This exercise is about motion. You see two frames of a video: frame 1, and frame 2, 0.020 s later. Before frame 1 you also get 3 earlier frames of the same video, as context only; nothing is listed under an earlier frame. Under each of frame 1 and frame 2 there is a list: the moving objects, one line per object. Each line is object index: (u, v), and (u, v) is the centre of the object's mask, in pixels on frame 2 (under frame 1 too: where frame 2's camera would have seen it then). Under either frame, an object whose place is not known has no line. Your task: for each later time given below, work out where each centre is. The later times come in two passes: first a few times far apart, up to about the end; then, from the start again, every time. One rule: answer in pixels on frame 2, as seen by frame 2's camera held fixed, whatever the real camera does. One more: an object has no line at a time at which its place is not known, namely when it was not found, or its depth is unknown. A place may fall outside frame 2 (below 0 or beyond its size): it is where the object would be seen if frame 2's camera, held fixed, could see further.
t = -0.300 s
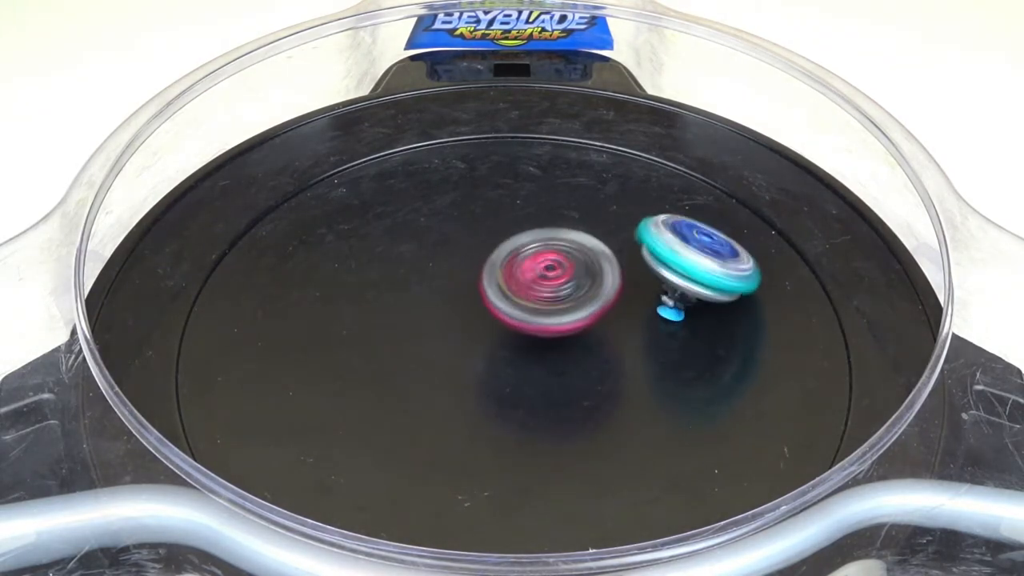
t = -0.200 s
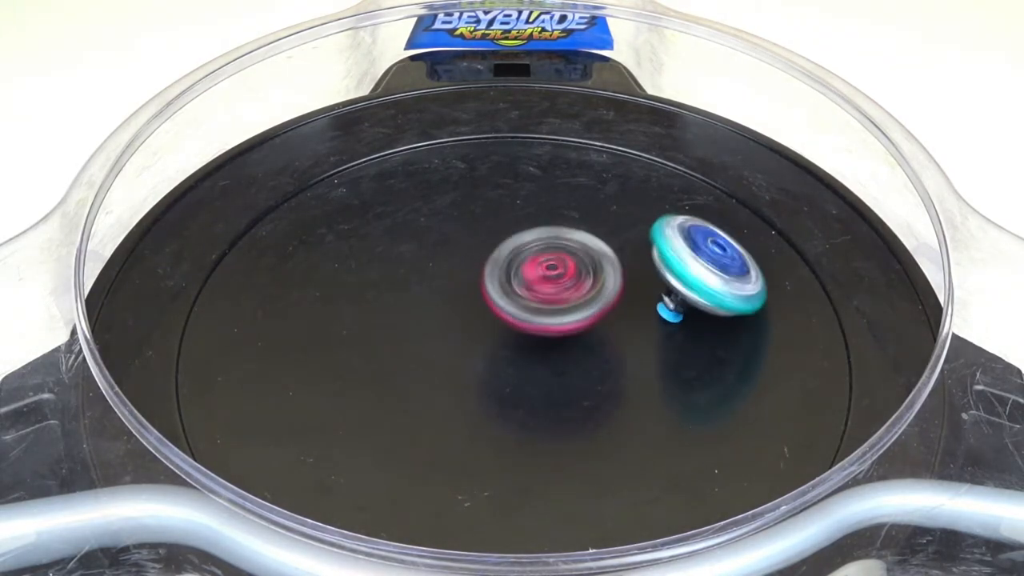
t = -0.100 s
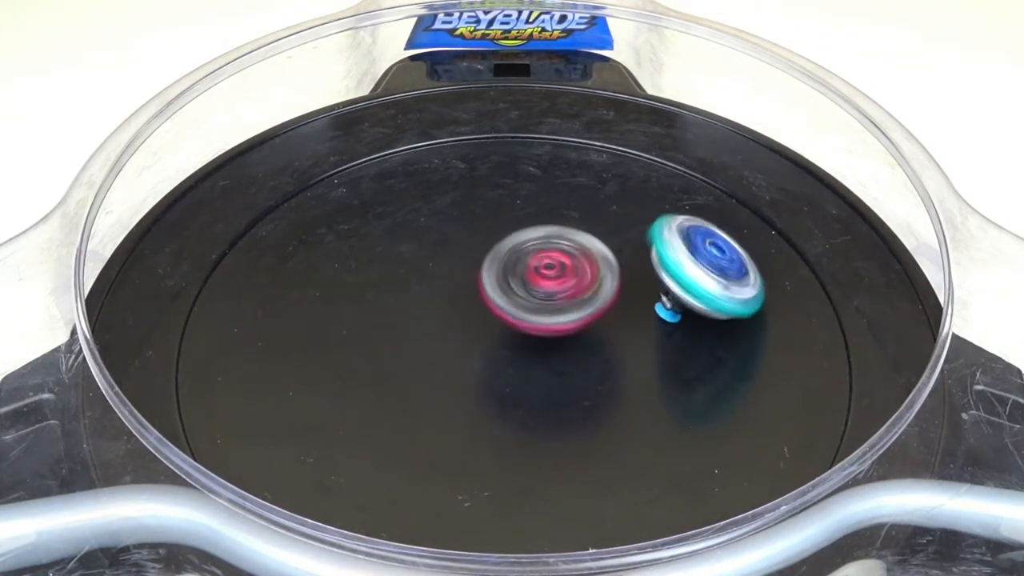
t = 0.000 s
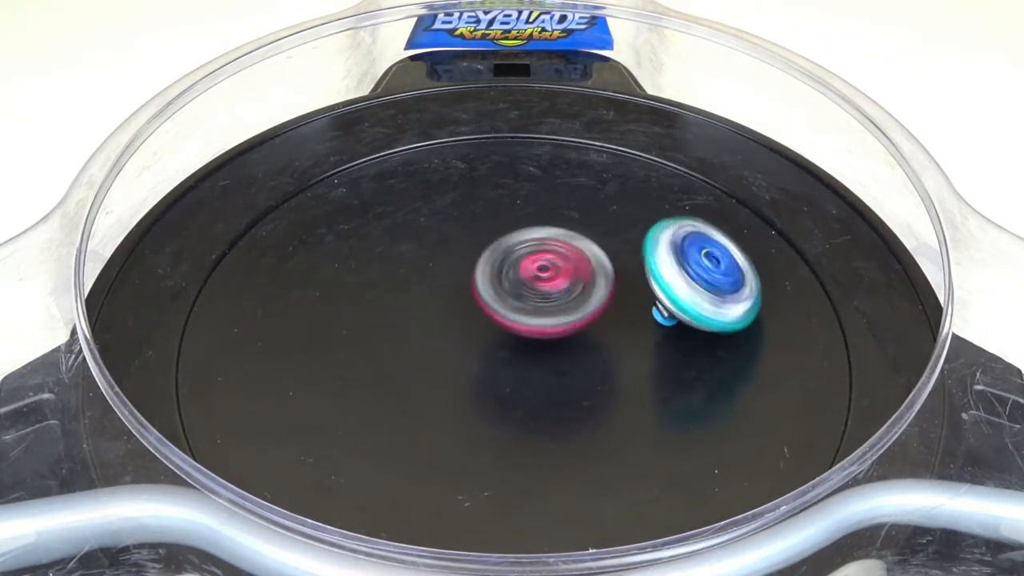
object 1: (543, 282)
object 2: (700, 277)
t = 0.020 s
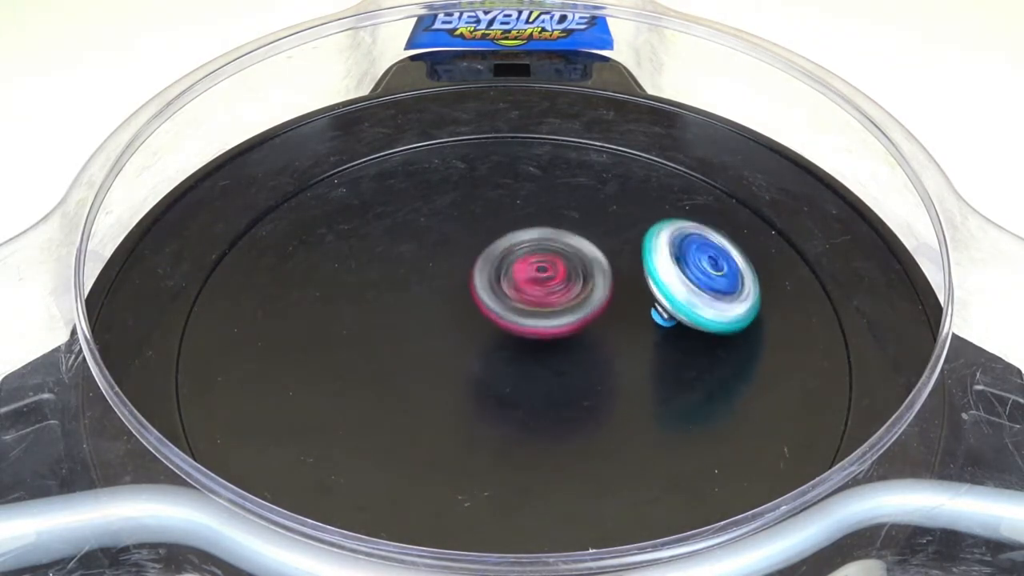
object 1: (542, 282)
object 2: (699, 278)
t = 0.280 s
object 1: (517, 295)
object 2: (693, 289)
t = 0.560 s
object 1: (490, 315)
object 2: (664, 285)
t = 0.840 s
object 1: (482, 325)
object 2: (645, 285)
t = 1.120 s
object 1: (497, 331)
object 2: (645, 276)
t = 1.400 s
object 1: (455, 345)
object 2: (674, 270)
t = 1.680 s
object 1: (428, 330)
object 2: (674, 266)
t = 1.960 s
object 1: (445, 309)
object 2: (688, 269)
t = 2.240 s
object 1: (500, 290)
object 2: (706, 280)
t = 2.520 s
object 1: (554, 282)
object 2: (690, 295)
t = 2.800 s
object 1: (471, 266)
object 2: (645, 279)
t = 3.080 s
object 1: (424, 267)
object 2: (642, 269)
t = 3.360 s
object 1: (431, 299)
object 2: (616, 283)
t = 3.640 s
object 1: (440, 351)
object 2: (601, 311)
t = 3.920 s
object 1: (487, 364)
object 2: (600, 300)
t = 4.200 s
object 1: (528, 363)
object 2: (527, 247)
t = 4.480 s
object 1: (561, 348)
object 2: (531, 252)
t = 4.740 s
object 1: (600, 364)
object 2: (530, 231)
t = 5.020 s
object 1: (588, 352)
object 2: (515, 257)
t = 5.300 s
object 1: (580, 352)
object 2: (467, 292)
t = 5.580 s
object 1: (554, 351)
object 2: (460, 290)
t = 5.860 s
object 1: (537, 357)
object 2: (486, 275)
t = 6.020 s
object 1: (527, 354)
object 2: (495, 268)
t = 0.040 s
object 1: (540, 283)
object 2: (699, 278)
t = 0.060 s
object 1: (539, 284)
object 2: (699, 278)
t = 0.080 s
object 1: (537, 284)
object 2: (701, 279)
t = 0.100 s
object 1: (536, 285)
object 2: (702, 281)
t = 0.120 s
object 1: (534, 286)
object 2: (702, 284)
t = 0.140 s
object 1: (532, 287)
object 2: (699, 285)
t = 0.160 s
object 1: (530, 288)
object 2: (694, 285)
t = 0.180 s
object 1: (528, 289)
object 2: (693, 284)
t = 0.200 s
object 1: (526, 290)
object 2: (691, 282)
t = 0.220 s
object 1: (524, 292)
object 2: (692, 283)
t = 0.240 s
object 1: (522, 293)
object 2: (694, 284)
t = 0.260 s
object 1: (520, 294)
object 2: (694, 287)
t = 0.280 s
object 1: (517, 295)
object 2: (693, 289)
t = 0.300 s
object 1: (515, 296)
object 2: (689, 290)
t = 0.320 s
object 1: (513, 298)
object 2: (686, 291)
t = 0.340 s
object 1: (510, 300)
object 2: (682, 289)
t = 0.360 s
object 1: (508, 301)
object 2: (680, 289)
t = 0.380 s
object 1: (507, 303)
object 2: (680, 287)
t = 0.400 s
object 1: (504, 304)
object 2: (679, 286)
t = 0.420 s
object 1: (502, 305)
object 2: (682, 287)
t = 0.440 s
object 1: (500, 307)
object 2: (681, 288)
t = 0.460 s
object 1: (498, 308)
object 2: (680, 293)
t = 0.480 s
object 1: (497, 310)
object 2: (675, 293)
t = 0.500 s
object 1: (495, 311)
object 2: (670, 293)
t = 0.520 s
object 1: (493, 312)
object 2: (666, 290)
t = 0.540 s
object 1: (492, 314)
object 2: (662, 288)
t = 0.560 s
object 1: (490, 315)
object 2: (664, 285)
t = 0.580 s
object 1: (489, 316)
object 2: (664, 284)
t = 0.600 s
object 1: (487, 317)
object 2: (667, 286)
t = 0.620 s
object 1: (486, 318)
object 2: (666, 288)
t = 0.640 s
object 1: (485, 318)
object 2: (663, 291)
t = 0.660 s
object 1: (484, 319)
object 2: (659, 290)
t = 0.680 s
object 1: (483, 320)
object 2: (653, 289)
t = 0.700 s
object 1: (483, 321)
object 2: (651, 285)
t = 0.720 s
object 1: (482, 321)
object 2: (650, 282)
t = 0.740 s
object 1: (482, 322)
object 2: (653, 281)
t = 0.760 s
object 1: (482, 322)
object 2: (655, 280)
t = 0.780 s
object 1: (482, 323)
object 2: (656, 282)
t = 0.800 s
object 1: (482, 324)
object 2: (655, 284)
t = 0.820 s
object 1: (482, 324)
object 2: (650, 286)
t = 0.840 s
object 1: (482, 325)
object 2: (645, 285)
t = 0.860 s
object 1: (483, 326)
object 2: (640, 281)
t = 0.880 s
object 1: (483, 326)
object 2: (641, 277)
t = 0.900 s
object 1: (484, 327)
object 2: (644, 274)
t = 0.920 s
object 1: (484, 327)
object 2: (648, 274)
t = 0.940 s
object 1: (485, 328)
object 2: (651, 276)
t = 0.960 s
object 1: (486, 329)
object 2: (649, 280)
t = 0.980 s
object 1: (487, 329)
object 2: (645, 280)
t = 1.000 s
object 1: (488, 329)
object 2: (638, 280)
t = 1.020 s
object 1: (490, 330)
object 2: (636, 277)
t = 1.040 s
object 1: (490, 330)
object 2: (637, 274)
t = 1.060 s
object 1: (493, 330)
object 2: (642, 272)
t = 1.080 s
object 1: (494, 331)
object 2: (645, 273)
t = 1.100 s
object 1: (495, 331)
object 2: (648, 274)
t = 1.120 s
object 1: (497, 331)
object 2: (645, 276)
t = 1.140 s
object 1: (499, 331)
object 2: (640, 278)
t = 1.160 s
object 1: (501, 331)
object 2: (636, 277)
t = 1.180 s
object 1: (502, 331)
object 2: (635, 276)
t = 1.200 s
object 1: (505, 331)
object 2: (638, 275)
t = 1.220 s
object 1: (507, 331)
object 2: (640, 277)
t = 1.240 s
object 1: (508, 331)
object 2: (642, 277)
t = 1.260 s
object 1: (511, 331)
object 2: (641, 278)
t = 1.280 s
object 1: (513, 330)
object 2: (639, 278)
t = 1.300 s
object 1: (501, 333)
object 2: (647, 273)
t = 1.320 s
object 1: (486, 338)
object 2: (659, 267)
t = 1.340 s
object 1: (474, 342)
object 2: (669, 269)
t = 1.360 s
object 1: (466, 344)
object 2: (675, 268)
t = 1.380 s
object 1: (460, 345)
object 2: (675, 269)
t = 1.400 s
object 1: (455, 345)
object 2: (674, 270)
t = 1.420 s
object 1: (452, 344)
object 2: (669, 270)
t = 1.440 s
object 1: (448, 343)
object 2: (667, 270)
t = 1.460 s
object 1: (444, 342)
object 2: (667, 268)
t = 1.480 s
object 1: (442, 341)
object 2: (669, 268)
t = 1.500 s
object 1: (438, 340)
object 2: (671, 267)
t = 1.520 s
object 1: (437, 339)
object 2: (673, 268)
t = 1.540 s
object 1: (434, 338)
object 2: (673, 269)
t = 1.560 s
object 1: (433, 336)
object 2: (673, 269)
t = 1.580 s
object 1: (431, 336)
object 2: (671, 269)
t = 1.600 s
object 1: (430, 334)
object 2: (669, 268)
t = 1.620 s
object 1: (430, 333)
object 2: (668, 268)
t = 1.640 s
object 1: (428, 332)
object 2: (669, 267)
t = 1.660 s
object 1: (428, 331)
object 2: (671, 266)
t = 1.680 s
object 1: (428, 330)
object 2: (674, 266)
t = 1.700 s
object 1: (427, 329)
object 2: (676, 267)
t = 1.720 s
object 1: (428, 327)
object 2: (678, 267)
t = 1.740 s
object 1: (427, 326)
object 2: (677, 268)
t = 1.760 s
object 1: (428, 325)
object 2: (677, 268)
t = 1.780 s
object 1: (429, 323)
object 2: (676, 268)
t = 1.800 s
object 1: (430, 322)
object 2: (676, 266)
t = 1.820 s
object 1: (431, 321)
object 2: (677, 266)
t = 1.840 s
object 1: (432, 319)
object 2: (680, 265)
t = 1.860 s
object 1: (434, 317)
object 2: (682, 266)
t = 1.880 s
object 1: (435, 316)
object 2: (685, 267)
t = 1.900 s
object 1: (437, 314)
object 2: (686, 268)
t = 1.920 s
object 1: (440, 313)
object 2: (687, 268)
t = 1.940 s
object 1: (442, 311)
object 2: (687, 269)
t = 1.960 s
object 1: (445, 309)
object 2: (688, 269)
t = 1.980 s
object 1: (448, 308)
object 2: (688, 268)
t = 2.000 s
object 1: (451, 306)
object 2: (690, 269)
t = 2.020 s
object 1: (455, 305)
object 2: (692, 269)
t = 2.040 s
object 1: (458, 303)
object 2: (695, 270)
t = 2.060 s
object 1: (463, 301)
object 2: (698, 271)
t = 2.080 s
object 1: (466, 300)
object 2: (700, 273)
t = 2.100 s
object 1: (470, 298)
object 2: (701, 274)
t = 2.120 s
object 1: (474, 297)
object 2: (702, 276)
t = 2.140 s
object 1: (478, 295)
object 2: (700, 276)
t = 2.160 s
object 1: (483, 294)
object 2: (700, 277)
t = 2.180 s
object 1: (487, 293)
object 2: (700, 277)
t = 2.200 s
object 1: (492, 292)
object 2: (702, 278)
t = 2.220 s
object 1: (496, 291)
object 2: (703, 278)
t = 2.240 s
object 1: (500, 290)
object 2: (706, 280)
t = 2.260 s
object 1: (504, 289)
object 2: (708, 282)
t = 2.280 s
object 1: (508, 289)
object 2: (709, 286)
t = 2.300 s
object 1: (513, 288)
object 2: (708, 288)
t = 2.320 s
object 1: (516, 287)
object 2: (706, 289)
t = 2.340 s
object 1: (521, 286)
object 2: (703, 289)
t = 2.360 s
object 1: (525, 286)
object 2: (700, 288)
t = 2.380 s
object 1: (529, 285)
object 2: (698, 288)
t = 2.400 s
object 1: (533, 284)
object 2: (698, 288)
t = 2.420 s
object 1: (537, 284)
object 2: (699, 289)
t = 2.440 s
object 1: (541, 283)
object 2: (699, 290)
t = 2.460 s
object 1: (544, 283)
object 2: (699, 292)
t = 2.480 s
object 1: (548, 282)
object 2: (697, 293)
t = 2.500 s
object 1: (552, 282)
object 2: (694, 296)
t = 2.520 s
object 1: (554, 282)
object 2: (690, 295)
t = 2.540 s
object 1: (549, 280)
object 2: (696, 299)
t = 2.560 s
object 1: (542, 280)
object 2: (694, 301)
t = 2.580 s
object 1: (541, 280)
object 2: (689, 302)
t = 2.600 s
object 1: (540, 281)
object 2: (681, 301)
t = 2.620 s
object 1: (530, 279)
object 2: (683, 302)
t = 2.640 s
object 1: (518, 276)
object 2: (682, 304)
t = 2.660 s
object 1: (509, 275)
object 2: (677, 306)
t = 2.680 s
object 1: (500, 272)
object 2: (667, 308)
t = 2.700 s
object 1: (495, 272)
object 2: (658, 304)
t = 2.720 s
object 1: (489, 270)
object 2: (651, 298)
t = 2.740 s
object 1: (485, 269)
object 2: (646, 291)
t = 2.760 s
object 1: (479, 268)
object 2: (645, 285)
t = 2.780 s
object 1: (476, 267)
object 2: (643, 280)
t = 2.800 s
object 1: (471, 266)
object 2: (645, 279)
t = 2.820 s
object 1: (468, 265)
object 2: (644, 281)
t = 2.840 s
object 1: (463, 265)
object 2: (643, 280)
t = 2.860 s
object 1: (459, 263)
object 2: (640, 281)
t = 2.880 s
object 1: (456, 263)
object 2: (637, 279)
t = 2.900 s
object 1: (451, 263)
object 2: (636, 277)
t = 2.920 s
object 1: (448, 262)
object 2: (637, 276)
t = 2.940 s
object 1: (444, 263)
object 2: (638, 275)
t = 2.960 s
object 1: (441, 262)
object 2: (637, 274)
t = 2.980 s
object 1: (438, 264)
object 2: (638, 272)
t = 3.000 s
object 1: (435, 263)
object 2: (638, 272)
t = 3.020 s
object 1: (432, 264)
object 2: (639, 271)
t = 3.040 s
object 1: (429, 264)
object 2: (640, 271)
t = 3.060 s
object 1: (427, 266)
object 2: (641, 270)
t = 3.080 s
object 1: (424, 267)
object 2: (642, 269)
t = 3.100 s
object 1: (423, 268)
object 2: (643, 268)
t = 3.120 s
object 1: (421, 269)
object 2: (645, 267)
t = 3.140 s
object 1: (421, 271)
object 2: (647, 266)
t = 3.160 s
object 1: (420, 273)
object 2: (650, 266)
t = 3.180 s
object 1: (419, 274)
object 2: (652, 268)
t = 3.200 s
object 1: (420, 277)
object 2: (651, 269)
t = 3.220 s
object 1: (419, 279)
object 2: (649, 265)
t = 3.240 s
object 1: (421, 281)
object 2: (646, 262)
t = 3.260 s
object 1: (420, 284)
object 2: (643, 266)
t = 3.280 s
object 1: (422, 286)
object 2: (639, 269)
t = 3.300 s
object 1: (424, 290)
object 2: (633, 274)
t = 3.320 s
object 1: (426, 293)
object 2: (629, 278)
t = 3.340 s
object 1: (429, 296)
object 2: (623, 277)
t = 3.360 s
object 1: (431, 299)
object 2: (616, 283)
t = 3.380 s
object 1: (435, 303)
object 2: (610, 291)
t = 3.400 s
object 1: (437, 305)
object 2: (599, 291)
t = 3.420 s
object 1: (441, 309)
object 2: (589, 291)
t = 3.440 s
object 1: (442, 312)
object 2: (581, 295)
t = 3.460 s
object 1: (432, 318)
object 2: (581, 297)
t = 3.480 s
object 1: (427, 325)
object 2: (581, 299)
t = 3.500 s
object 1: (422, 329)
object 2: (584, 301)
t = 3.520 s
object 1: (423, 334)
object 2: (586, 302)
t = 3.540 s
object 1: (422, 337)
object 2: (590, 304)
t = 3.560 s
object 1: (425, 341)
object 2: (594, 304)
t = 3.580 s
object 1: (427, 344)
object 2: (596, 304)
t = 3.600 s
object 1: (432, 347)
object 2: (600, 301)
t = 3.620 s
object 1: (435, 349)
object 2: (602, 307)
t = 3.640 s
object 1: (440, 351)
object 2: (601, 311)
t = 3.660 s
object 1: (444, 353)
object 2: (601, 310)
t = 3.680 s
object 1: (448, 354)
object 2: (600, 314)
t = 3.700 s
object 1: (454, 355)
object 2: (598, 317)
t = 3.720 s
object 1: (459, 355)
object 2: (601, 315)
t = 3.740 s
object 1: (466, 356)
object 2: (604, 316)
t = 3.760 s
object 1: (470, 355)
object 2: (606, 315)
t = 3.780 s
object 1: (477, 356)
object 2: (606, 312)
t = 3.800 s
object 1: (482, 355)
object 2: (603, 314)
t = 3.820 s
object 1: (489, 356)
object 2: (603, 319)
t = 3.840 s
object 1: (492, 354)
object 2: (600, 316)
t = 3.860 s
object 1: (496, 355)
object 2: (599, 312)
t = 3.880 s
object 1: (496, 355)
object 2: (600, 314)
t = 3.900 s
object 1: (492, 360)
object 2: (601, 308)
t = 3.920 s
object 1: (487, 364)
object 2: (600, 300)
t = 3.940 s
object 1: (487, 368)
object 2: (599, 295)
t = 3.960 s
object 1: (488, 369)
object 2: (596, 290)
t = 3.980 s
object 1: (492, 371)
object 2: (590, 282)
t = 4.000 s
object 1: (493, 371)
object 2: (584, 277)
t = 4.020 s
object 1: (498, 372)
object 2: (575, 269)
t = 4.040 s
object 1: (501, 372)
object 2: (565, 264)
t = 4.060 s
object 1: (505, 372)
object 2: (554, 264)
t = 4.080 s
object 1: (507, 371)
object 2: (548, 261)
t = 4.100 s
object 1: (512, 370)
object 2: (543, 257)
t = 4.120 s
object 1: (515, 369)
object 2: (541, 256)
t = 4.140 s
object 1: (519, 368)
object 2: (538, 250)
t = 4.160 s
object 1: (521, 367)
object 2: (536, 248)
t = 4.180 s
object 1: (525, 366)
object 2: (531, 248)
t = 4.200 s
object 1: (528, 363)
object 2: (527, 247)
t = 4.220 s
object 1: (532, 362)
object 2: (522, 248)
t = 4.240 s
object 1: (535, 359)
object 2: (522, 249)
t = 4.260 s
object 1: (538, 357)
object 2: (528, 250)
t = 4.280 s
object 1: (540, 355)
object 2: (531, 247)
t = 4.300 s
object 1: (544, 352)
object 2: (534, 248)
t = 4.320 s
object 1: (545, 349)
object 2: (534, 252)
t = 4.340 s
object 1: (548, 346)
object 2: (534, 250)
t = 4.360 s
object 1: (551, 346)
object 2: (535, 253)
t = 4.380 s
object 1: (553, 349)
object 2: (534, 255)
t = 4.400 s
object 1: (556, 351)
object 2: (533, 252)
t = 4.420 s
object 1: (558, 351)
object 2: (532, 254)
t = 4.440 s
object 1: (559, 350)
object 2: (531, 253)
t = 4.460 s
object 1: (562, 349)
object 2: (531, 250)
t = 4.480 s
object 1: (561, 348)
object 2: (531, 252)
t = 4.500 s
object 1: (563, 346)
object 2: (530, 252)
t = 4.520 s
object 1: (562, 345)
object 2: (532, 251)
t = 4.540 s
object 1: (563, 343)
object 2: (531, 251)
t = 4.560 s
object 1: (569, 346)
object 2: (529, 250)
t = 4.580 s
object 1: (579, 353)
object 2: (521, 244)
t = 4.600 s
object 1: (586, 358)
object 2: (512, 239)
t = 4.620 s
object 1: (591, 360)
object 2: (511, 237)
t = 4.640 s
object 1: (593, 361)
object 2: (512, 234)
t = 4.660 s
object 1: (595, 363)
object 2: (515, 233)
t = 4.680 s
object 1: (596, 363)
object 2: (521, 229)
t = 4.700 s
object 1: (598, 363)
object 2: (526, 232)
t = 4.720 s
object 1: (599, 364)
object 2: (529, 230)
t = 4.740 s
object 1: (600, 364)
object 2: (530, 231)
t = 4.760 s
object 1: (601, 364)
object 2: (531, 230)
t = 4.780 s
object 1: (601, 364)
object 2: (531, 234)
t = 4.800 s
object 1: (601, 364)
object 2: (528, 239)
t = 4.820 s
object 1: (601, 363)
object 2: (525, 243)
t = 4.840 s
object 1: (601, 363)
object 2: (521, 246)
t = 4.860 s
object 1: (600, 363)
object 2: (517, 249)
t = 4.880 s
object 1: (600, 362)
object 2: (513, 250)
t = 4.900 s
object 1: (599, 361)
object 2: (510, 249)
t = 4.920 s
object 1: (598, 360)
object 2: (508, 248)
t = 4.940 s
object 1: (596, 359)
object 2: (508, 249)
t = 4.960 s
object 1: (595, 357)
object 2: (507, 249)
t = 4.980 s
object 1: (593, 355)
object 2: (509, 251)
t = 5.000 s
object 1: (591, 354)
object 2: (512, 253)
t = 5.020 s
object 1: (588, 352)
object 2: (515, 257)
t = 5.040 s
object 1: (585, 350)
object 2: (518, 262)
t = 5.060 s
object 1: (582, 348)
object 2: (519, 266)
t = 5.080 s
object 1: (578, 347)
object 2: (518, 269)
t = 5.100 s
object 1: (577, 345)
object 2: (517, 273)
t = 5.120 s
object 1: (576, 345)
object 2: (513, 276)
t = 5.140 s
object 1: (577, 344)
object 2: (509, 280)
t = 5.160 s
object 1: (581, 347)
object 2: (501, 283)
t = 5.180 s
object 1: (583, 349)
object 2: (495, 288)
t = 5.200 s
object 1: (584, 350)
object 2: (485, 292)
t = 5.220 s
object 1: (583, 351)
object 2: (477, 292)
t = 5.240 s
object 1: (583, 351)
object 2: (469, 296)
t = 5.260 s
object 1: (581, 351)
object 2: (466, 295)
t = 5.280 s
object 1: (580, 352)
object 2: (466, 293)
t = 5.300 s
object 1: (580, 352)
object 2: (467, 292)
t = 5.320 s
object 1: (578, 353)
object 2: (468, 292)
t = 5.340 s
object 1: (577, 353)
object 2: (469, 292)
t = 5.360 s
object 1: (575, 353)
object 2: (470, 292)
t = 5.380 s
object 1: (574, 354)
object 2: (470, 292)
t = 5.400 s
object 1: (572, 354)
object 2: (469, 293)
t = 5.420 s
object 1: (571, 354)
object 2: (468, 293)
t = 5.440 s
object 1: (569, 353)
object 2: (466, 294)
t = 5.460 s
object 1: (567, 353)
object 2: (465, 293)
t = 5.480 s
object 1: (565, 353)
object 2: (464, 293)
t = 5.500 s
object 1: (562, 353)
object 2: (462, 293)
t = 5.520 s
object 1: (559, 352)
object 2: (461, 292)
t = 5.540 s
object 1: (556, 351)
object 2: (461, 292)
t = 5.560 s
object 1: (553, 350)
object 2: (460, 291)
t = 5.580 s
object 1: (554, 351)
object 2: (460, 290)
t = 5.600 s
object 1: (552, 351)
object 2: (461, 289)
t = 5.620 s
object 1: (551, 351)
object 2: (461, 289)
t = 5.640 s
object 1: (550, 351)
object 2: (462, 287)
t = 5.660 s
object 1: (550, 352)
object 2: (463, 287)
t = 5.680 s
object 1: (548, 352)
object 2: (465, 286)
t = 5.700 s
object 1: (545, 354)
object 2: (467, 285)
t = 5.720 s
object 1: (546, 355)
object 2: (469, 284)
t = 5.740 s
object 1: (545, 355)
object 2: (472, 283)
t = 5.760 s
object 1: (543, 356)
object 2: (474, 282)
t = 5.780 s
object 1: (543, 356)
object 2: (476, 281)
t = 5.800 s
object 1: (541, 357)
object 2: (479, 279)
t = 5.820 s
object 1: (541, 357)
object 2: (481, 278)
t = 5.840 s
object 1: (539, 357)
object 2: (484, 277)
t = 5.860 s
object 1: (537, 357)
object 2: (486, 275)
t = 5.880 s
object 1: (537, 357)
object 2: (488, 274)
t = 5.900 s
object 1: (534, 357)
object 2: (490, 273)
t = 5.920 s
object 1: (534, 357)
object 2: (492, 272)
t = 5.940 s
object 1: (532, 356)
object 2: (494, 271)
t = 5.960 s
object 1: (530, 356)
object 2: (495, 270)
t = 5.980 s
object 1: (530, 355)
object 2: (496, 268)
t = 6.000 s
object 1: (527, 354)
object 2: (496, 268)
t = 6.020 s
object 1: (527, 354)
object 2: (495, 268)
